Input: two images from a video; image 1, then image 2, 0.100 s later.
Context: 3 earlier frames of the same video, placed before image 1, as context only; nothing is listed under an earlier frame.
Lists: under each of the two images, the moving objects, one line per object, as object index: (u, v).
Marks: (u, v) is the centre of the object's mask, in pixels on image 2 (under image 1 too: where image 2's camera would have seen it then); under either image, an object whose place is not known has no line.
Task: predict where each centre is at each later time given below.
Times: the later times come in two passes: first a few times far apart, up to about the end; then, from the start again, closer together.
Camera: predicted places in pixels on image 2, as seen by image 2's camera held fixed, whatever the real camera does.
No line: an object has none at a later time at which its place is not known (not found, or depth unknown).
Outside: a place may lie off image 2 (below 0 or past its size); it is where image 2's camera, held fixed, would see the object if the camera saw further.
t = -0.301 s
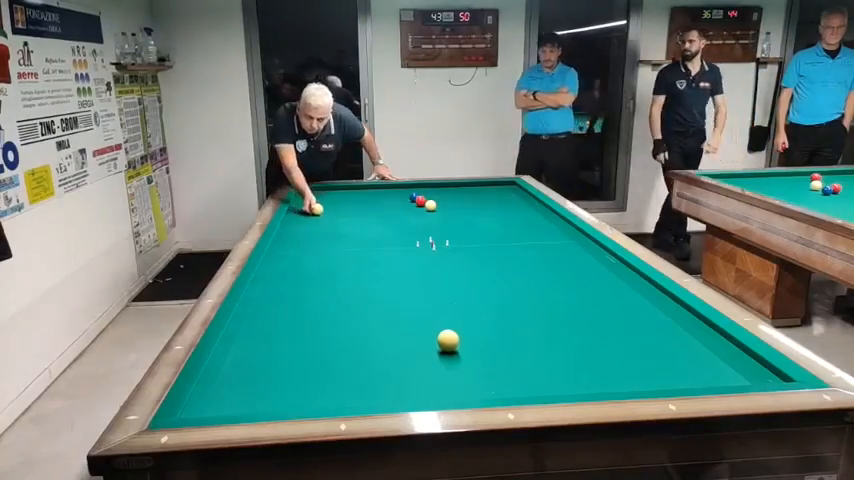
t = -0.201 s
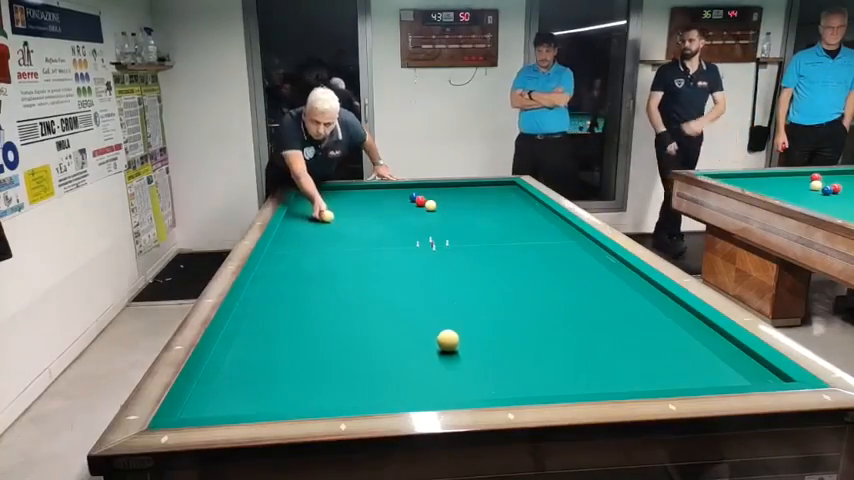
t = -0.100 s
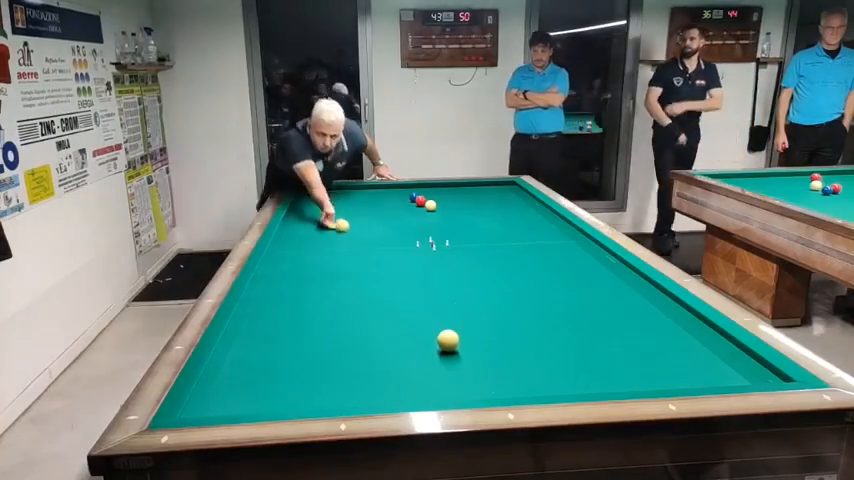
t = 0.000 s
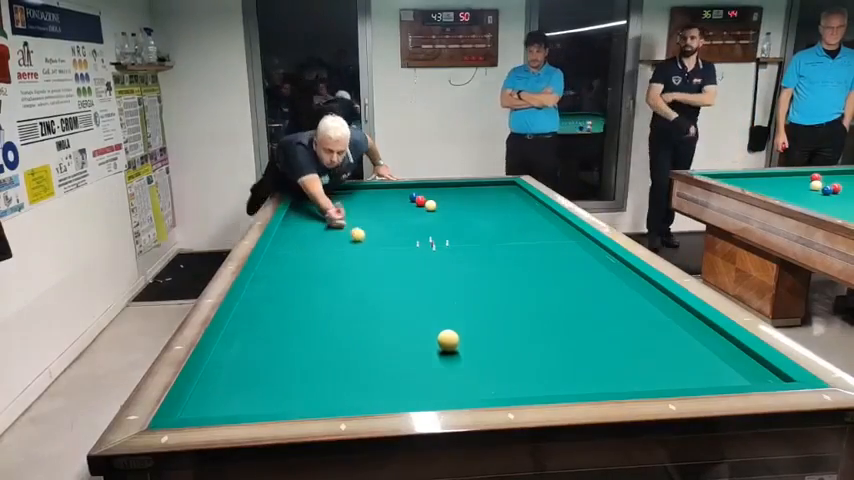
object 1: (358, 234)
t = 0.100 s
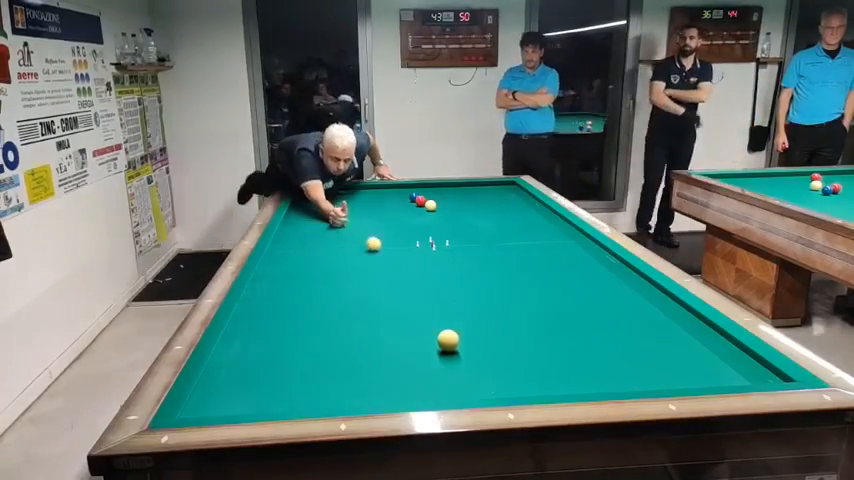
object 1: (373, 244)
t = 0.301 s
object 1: (406, 265)
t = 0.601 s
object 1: (473, 304)
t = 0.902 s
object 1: (573, 364)
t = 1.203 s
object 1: (610, 346)
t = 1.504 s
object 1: (614, 311)
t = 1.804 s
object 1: (620, 285)
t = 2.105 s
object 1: (619, 264)
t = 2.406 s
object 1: (585, 250)
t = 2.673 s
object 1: (561, 240)
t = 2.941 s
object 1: (534, 228)
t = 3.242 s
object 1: (513, 219)
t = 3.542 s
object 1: (496, 211)
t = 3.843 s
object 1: (480, 204)
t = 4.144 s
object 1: (466, 198)
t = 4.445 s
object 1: (454, 193)
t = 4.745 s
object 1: (442, 188)
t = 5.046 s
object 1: (433, 184)
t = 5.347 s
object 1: (425, 187)
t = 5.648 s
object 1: (418, 190)
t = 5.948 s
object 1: (410, 191)
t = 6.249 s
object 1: (403, 196)
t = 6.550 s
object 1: (395, 199)
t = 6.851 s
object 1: (388, 202)
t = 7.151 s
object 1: (381, 204)
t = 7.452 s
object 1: (373, 207)
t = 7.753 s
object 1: (366, 210)
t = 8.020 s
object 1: (360, 213)
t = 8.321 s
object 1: (353, 215)
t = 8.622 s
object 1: (347, 218)
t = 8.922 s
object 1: (340, 220)
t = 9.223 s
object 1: (334, 223)
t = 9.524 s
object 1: (328, 225)
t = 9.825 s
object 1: (322, 227)
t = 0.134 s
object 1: (378, 247)
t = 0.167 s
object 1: (384, 251)
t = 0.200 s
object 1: (389, 254)
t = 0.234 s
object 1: (395, 257)
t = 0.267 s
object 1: (400, 261)
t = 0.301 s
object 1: (406, 265)
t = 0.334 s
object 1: (412, 268)
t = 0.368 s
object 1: (419, 272)
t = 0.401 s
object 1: (426, 276)
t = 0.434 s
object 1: (433, 280)
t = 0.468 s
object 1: (440, 285)
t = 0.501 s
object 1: (448, 289)
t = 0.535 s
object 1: (456, 294)
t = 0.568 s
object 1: (464, 299)
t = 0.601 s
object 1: (473, 304)
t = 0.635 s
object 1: (482, 310)
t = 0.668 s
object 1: (491, 315)
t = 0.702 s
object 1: (501, 321)
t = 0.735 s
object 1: (511, 328)
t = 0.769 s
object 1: (523, 334)
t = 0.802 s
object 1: (534, 341)
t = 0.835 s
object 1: (547, 349)
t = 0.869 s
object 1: (559, 356)
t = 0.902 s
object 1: (573, 364)
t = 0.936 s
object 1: (587, 372)
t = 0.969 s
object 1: (602, 380)
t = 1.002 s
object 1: (615, 383)
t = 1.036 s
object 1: (613, 378)
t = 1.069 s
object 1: (612, 371)
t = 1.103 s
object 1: (611, 364)
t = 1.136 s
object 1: (610, 357)
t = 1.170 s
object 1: (610, 352)
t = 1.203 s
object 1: (610, 346)
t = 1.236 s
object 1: (610, 341)
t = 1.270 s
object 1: (610, 337)
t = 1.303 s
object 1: (611, 333)
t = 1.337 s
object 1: (611, 329)
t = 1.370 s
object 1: (612, 325)
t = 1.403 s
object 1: (613, 321)
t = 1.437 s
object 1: (613, 318)
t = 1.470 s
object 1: (614, 314)
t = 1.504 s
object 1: (614, 311)
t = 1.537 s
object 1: (615, 308)
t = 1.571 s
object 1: (616, 305)
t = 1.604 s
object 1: (617, 302)
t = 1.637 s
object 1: (617, 299)
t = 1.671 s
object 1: (618, 296)
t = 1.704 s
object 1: (618, 293)
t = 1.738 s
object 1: (619, 290)
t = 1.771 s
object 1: (619, 288)
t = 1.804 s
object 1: (620, 285)
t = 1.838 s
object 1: (620, 282)
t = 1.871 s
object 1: (621, 280)
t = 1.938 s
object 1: (622, 275)
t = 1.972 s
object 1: (622, 273)
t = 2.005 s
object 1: (623, 270)
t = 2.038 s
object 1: (623, 268)
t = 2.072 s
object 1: (623, 266)
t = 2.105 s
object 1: (619, 264)
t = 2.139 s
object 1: (614, 263)
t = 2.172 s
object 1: (610, 261)
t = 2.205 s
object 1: (607, 259)
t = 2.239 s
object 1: (603, 258)
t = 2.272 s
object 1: (599, 256)
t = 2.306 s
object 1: (596, 254)
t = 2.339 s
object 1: (593, 253)
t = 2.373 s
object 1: (589, 251)
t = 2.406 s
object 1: (585, 250)
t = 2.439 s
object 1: (582, 249)
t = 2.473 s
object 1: (579, 247)
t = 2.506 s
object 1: (576, 246)
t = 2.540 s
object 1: (573, 245)
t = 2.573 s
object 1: (569, 243)
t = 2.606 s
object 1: (567, 242)
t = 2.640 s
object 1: (564, 241)
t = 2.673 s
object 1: (561, 240)
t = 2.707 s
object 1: (558, 238)
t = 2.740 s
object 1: (555, 237)
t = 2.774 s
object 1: (550, 235)
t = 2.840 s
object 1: (547, 233)
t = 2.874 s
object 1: (541, 231)
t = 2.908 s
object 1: (536, 229)
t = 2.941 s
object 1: (534, 228)
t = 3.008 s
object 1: (529, 226)
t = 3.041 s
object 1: (527, 225)
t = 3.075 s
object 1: (524, 224)
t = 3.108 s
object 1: (522, 223)
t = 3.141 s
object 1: (520, 222)
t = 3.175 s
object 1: (518, 221)
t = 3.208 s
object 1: (516, 220)
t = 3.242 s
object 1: (513, 219)
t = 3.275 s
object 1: (511, 218)
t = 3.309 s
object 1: (509, 217)
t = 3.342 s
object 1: (507, 216)
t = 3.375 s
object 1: (505, 216)
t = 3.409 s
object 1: (503, 215)
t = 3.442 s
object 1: (502, 214)
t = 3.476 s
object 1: (499, 213)
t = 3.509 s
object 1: (498, 212)
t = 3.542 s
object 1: (496, 211)
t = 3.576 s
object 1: (494, 210)
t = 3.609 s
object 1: (492, 210)
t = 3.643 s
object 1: (490, 209)
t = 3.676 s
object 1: (489, 208)
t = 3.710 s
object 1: (487, 207)
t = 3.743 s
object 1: (485, 207)
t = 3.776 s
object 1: (483, 206)
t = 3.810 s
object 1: (481, 205)
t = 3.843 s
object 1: (480, 204)
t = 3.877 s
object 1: (478, 204)
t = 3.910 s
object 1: (477, 203)
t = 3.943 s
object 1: (475, 202)
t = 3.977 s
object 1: (473, 201)
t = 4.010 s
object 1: (472, 201)
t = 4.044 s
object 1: (470, 200)
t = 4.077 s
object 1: (469, 199)
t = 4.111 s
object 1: (467, 199)
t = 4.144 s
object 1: (466, 198)
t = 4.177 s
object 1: (465, 197)
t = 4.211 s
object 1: (463, 197)
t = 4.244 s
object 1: (461, 196)
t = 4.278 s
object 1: (460, 196)
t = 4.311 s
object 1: (459, 195)
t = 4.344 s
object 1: (458, 195)
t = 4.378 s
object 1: (456, 194)
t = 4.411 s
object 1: (455, 193)
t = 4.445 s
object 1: (454, 193)
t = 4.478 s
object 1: (452, 192)
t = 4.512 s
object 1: (451, 192)
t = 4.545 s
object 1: (450, 191)
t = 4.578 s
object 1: (448, 191)
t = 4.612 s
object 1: (447, 190)
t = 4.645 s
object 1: (446, 189)
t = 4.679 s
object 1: (445, 189)
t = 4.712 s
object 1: (443, 188)
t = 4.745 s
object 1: (442, 188)
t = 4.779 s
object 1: (441, 187)
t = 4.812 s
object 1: (440, 187)
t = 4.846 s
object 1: (439, 186)
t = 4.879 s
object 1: (438, 186)
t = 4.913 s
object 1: (436, 185)
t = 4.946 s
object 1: (435, 185)
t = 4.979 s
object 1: (434, 184)
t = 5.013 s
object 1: (433, 184)
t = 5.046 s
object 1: (433, 184)
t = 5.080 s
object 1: (432, 185)
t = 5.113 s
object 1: (431, 185)
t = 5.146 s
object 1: (430, 185)
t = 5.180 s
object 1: (429, 186)
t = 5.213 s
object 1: (429, 186)
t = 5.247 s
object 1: (428, 186)
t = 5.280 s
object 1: (427, 186)
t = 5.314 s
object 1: (426, 187)
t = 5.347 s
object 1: (425, 187)
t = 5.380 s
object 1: (425, 187)
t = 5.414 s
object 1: (424, 187)
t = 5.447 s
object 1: (423, 188)
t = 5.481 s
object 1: (422, 188)
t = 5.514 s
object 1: (421, 189)
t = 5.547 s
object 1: (420, 189)
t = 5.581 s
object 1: (420, 189)
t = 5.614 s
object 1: (419, 190)
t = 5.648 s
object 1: (418, 190)
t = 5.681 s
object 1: (417, 190)
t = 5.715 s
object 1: (417, 190)
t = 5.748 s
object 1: (416, 190)
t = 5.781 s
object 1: (415, 190)
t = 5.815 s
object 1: (414, 190)
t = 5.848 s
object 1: (413, 190)
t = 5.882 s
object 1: (412, 190)
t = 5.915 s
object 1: (411, 191)
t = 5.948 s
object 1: (410, 191)
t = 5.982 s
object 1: (409, 192)
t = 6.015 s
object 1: (408, 193)
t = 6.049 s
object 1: (407, 193)
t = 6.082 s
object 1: (406, 194)
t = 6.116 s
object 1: (406, 194)
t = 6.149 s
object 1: (405, 194)
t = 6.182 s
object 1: (405, 195)
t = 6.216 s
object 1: (404, 195)
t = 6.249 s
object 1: (403, 196)
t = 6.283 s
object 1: (402, 196)
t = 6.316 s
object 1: (401, 197)
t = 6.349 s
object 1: (400, 197)
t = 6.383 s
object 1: (400, 197)
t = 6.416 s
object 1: (399, 198)
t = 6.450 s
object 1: (398, 198)
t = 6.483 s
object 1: (397, 198)
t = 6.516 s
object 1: (397, 199)
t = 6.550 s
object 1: (395, 199)
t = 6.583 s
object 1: (395, 199)
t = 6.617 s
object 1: (394, 200)
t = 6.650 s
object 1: (393, 200)
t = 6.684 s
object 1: (392, 200)
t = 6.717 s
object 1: (392, 200)
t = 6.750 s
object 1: (391, 201)
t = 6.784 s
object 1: (390, 201)
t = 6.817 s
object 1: (389, 201)
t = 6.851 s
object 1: (388, 202)
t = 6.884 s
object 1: (387, 202)
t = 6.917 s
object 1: (386, 202)
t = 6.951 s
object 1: (386, 203)
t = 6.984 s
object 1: (385, 203)
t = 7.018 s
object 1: (384, 203)
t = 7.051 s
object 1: (383, 203)
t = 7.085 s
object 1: (382, 204)
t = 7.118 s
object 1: (381, 204)
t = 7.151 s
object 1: (381, 204)
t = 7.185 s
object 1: (380, 205)
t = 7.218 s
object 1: (379, 205)
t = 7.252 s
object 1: (378, 206)
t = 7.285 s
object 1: (377, 206)
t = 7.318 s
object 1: (376, 206)
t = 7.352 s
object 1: (376, 206)
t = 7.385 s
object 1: (375, 207)
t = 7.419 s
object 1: (374, 207)
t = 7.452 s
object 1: (373, 207)
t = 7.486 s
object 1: (373, 208)
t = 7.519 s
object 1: (372, 208)
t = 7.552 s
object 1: (371, 208)
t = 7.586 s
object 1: (370, 209)
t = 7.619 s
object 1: (369, 209)
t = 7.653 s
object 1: (369, 209)
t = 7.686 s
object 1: (368, 210)
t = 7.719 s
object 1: (367, 210)
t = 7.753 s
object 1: (366, 210)
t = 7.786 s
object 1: (366, 211)
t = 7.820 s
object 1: (365, 211)
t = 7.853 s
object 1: (364, 211)
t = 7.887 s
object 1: (363, 212)
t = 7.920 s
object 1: (362, 212)
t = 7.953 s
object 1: (361, 212)
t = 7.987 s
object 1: (361, 212)
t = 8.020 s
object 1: (360, 213)
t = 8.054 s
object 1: (359, 213)
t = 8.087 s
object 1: (359, 213)
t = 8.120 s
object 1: (358, 214)
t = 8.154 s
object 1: (357, 214)
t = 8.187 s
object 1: (356, 214)
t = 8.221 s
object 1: (356, 214)
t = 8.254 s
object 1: (355, 215)
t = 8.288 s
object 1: (354, 215)
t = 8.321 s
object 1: (353, 215)
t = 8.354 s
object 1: (353, 215)
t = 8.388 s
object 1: (352, 216)
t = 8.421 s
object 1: (351, 216)
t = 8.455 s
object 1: (350, 217)
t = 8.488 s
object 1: (350, 217)
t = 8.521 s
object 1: (349, 217)
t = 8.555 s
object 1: (348, 217)
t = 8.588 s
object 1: (347, 218)
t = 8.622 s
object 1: (347, 218)
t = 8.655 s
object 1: (346, 218)
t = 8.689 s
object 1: (345, 219)
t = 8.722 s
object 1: (344, 219)
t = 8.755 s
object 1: (344, 219)
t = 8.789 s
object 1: (343, 219)
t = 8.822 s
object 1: (342, 220)
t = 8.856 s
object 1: (342, 220)
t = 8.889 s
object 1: (341, 220)
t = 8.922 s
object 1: (340, 220)
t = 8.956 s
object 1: (339, 221)
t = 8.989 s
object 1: (339, 221)
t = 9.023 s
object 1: (338, 221)
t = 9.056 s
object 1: (337, 222)
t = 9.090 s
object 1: (336, 222)
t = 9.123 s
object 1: (336, 222)
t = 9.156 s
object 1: (335, 222)
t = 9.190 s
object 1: (334, 223)
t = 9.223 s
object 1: (334, 223)
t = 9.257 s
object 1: (333, 223)
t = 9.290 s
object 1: (332, 223)
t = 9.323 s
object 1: (332, 223)
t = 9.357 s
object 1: (331, 224)
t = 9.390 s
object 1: (331, 224)
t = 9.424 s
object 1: (330, 224)
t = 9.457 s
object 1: (329, 224)
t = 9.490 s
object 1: (329, 225)
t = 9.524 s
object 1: (328, 225)
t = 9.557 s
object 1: (327, 225)
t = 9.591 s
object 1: (327, 225)
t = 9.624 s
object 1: (326, 226)
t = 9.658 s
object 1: (325, 226)
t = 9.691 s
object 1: (325, 226)
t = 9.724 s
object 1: (324, 227)
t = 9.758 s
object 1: (324, 227)
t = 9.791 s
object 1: (323, 227)
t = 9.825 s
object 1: (322, 227)
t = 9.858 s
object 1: (322, 227)
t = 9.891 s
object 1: (321, 227)
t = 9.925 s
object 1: (321, 228)
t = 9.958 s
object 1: (320, 228)
